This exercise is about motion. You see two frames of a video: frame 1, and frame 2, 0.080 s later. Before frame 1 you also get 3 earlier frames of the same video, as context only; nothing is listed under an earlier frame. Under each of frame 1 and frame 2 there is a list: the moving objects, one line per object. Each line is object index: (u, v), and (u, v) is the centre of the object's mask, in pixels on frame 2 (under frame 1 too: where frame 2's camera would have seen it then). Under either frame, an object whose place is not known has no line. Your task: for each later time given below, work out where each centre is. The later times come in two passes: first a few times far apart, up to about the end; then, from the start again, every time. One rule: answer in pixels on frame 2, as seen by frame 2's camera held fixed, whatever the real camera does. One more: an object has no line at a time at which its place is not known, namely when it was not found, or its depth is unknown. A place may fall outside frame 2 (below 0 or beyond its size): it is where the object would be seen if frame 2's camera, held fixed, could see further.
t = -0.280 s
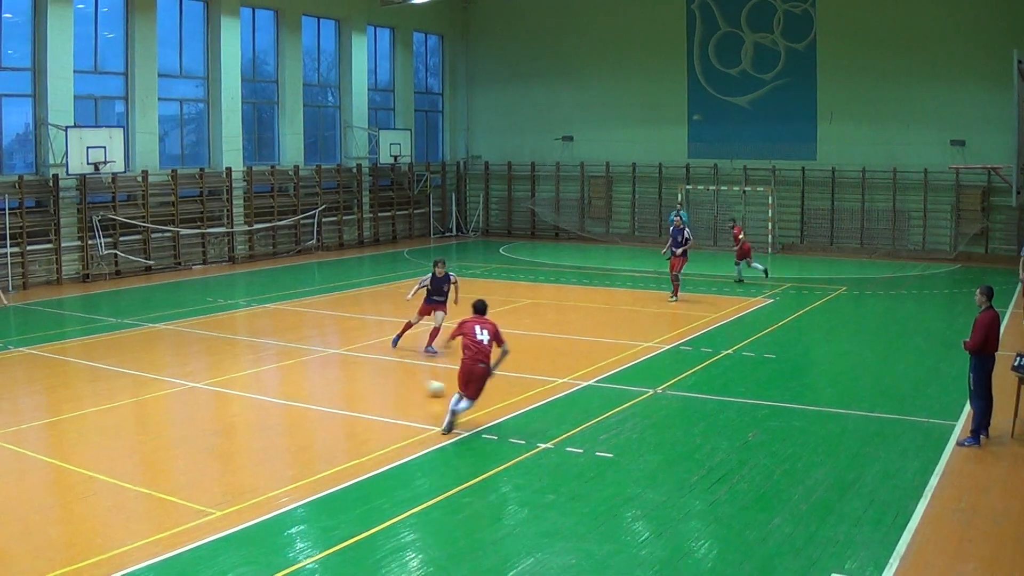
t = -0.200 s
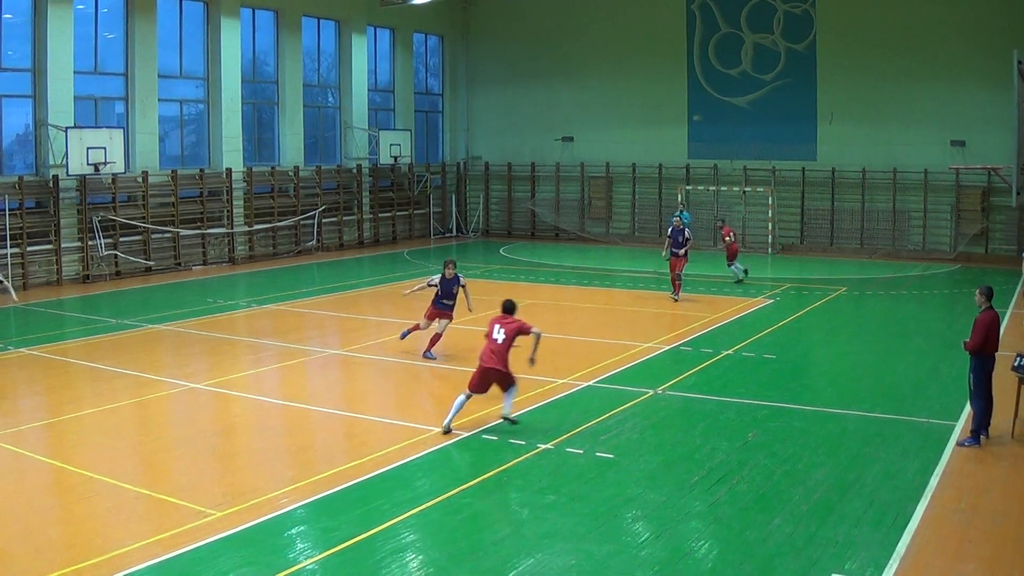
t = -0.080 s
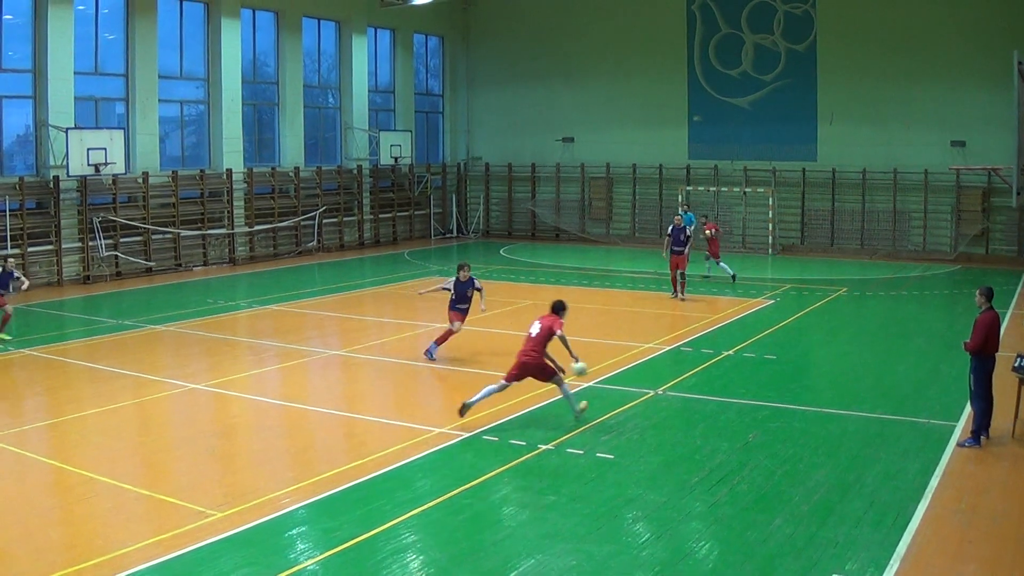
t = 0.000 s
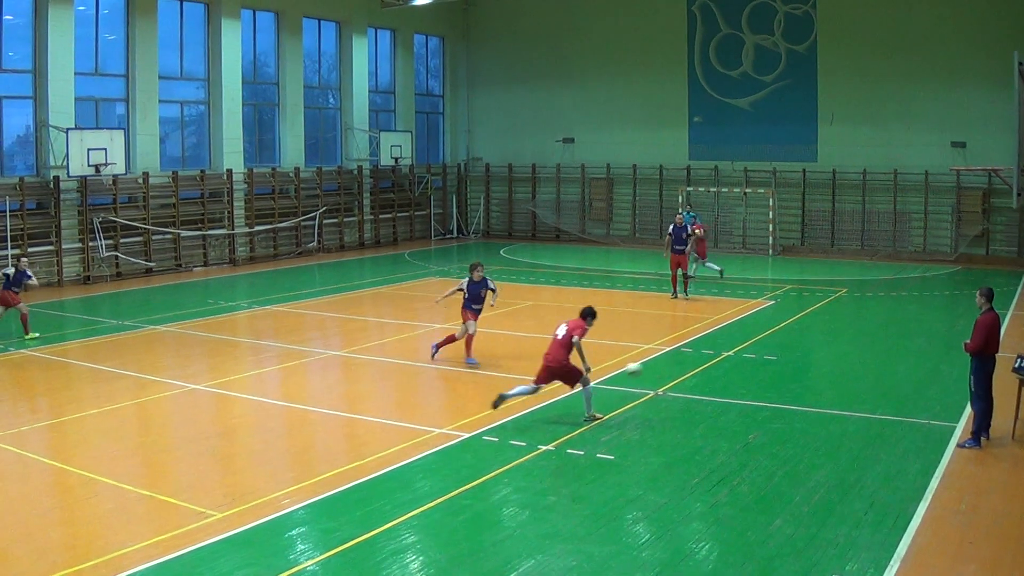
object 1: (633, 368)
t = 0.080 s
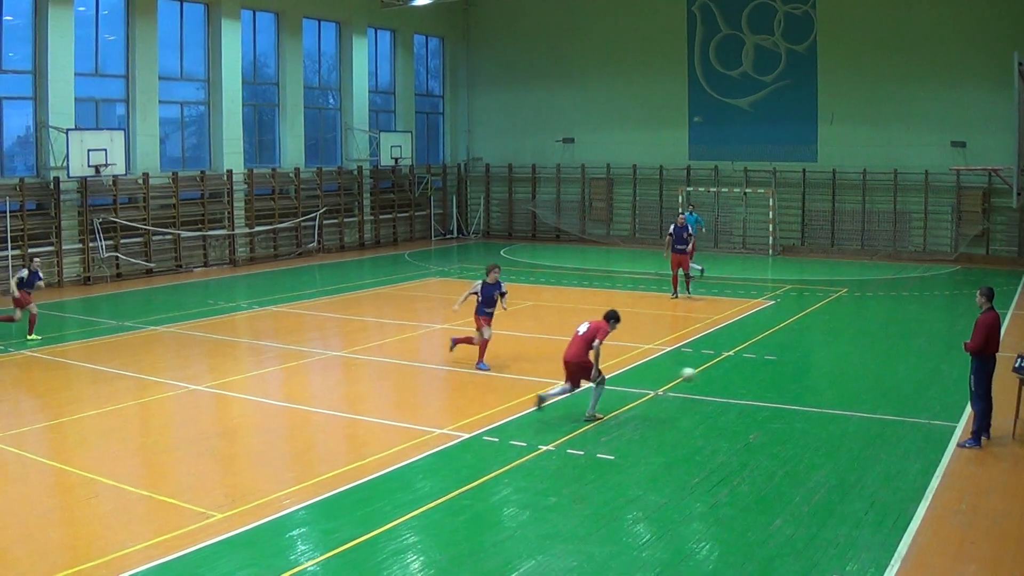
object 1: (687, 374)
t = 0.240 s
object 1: (786, 379)
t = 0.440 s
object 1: (888, 369)
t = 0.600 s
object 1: (961, 382)
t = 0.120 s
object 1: (714, 377)
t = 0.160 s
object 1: (740, 384)
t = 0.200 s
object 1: (764, 386)
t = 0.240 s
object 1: (786, 379)
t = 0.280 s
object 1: (806, 375)
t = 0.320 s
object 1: (827, 371)
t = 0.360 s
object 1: (848, 369)
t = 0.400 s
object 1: (868, 368)
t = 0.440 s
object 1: (888, 369)
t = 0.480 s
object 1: (906, 370)
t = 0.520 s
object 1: (925, 373)
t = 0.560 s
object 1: (943, 378)
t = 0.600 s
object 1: (961, 382)
